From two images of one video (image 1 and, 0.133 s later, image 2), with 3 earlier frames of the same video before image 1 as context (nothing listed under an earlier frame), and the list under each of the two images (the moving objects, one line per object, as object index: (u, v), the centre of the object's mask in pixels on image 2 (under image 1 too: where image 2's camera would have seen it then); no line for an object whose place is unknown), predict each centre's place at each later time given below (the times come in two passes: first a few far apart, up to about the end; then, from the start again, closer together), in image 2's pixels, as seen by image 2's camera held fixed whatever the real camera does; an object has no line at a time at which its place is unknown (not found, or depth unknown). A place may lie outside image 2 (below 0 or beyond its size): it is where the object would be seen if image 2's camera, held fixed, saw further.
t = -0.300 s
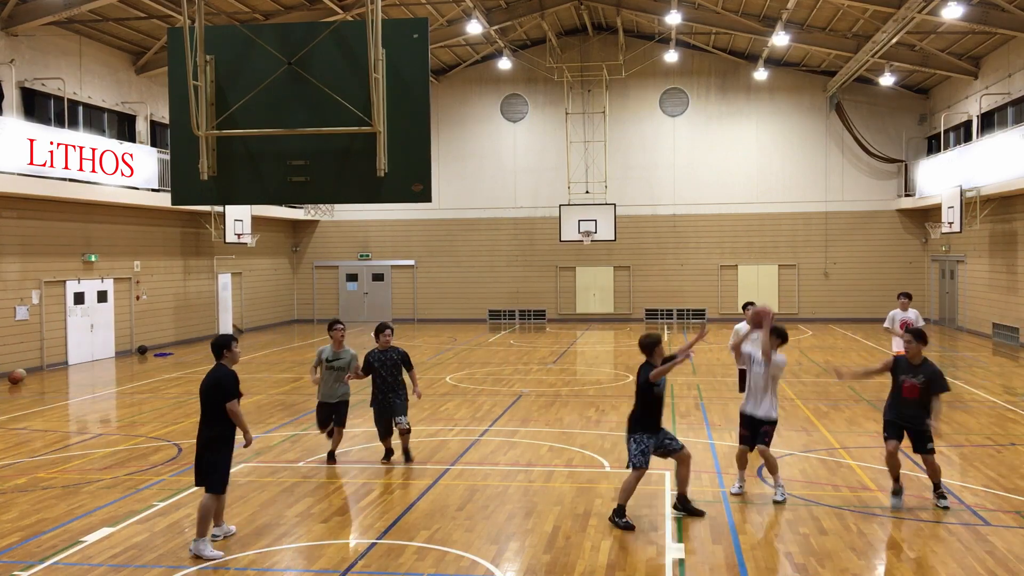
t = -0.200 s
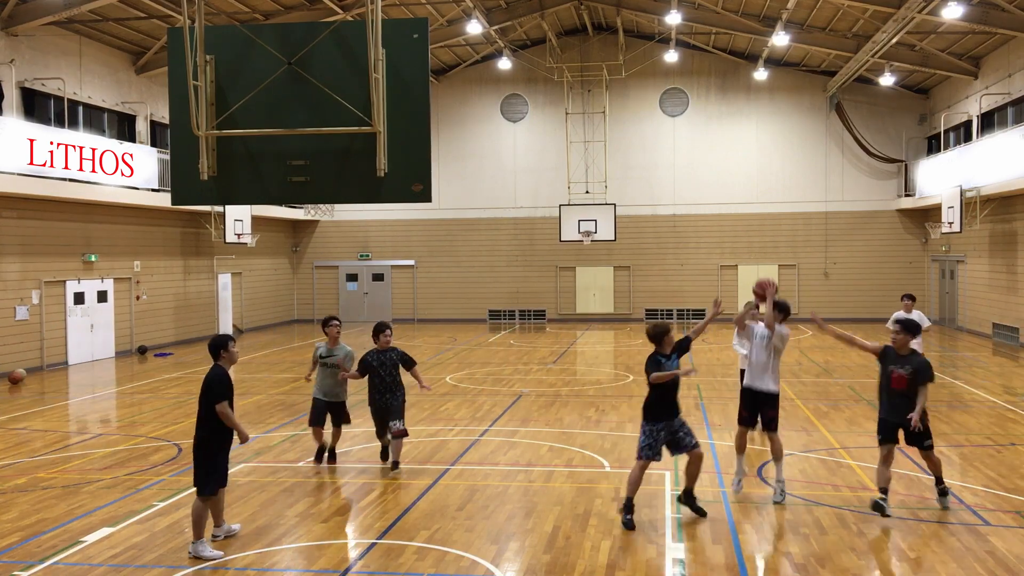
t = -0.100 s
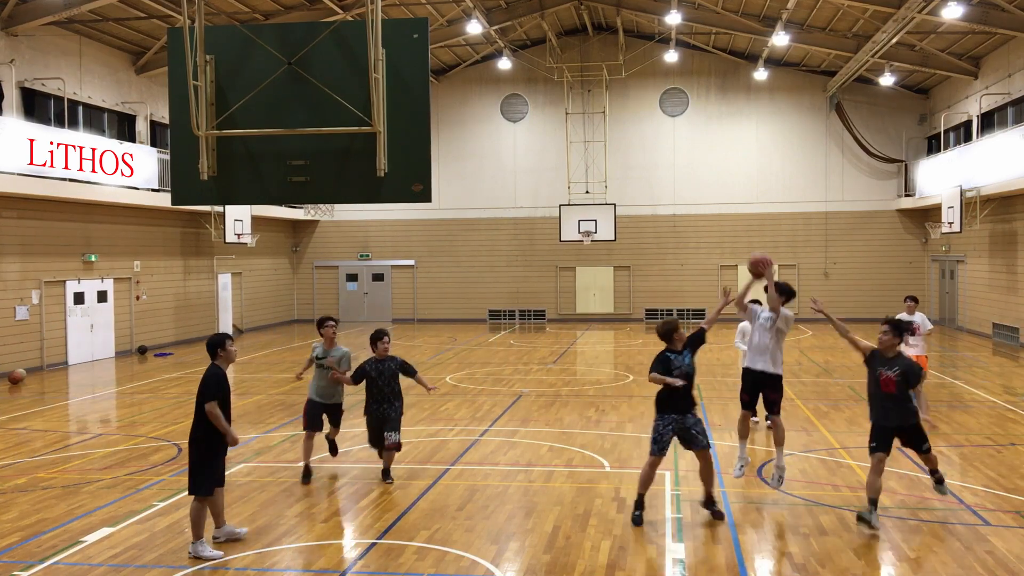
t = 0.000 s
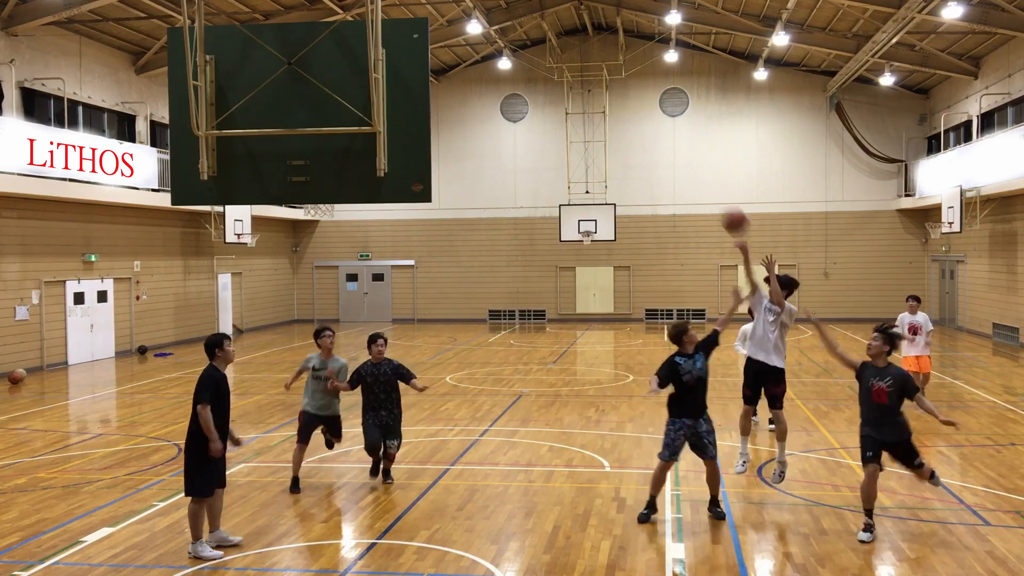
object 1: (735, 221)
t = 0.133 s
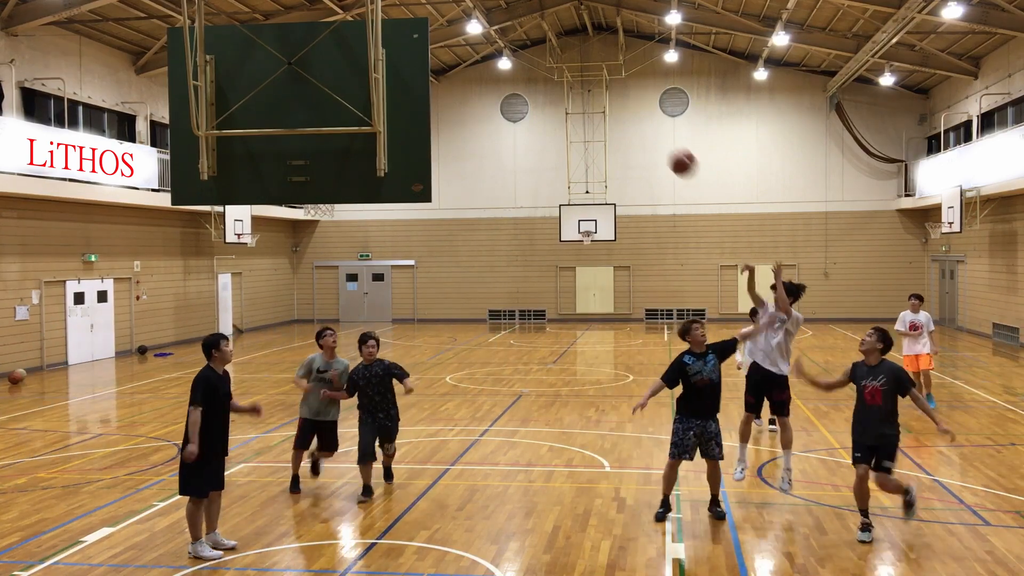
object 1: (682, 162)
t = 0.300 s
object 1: (614, 111)
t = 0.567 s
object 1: (493, 84)
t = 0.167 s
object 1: (669, 150)
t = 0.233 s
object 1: (642, 128)
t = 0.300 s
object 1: (614, 111)
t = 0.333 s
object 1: (599, 102)
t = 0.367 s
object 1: (586, 97)
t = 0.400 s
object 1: (571, 92)
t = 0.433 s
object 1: (555, 88)
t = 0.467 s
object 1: (540, 85)
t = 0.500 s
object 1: (524, 83)
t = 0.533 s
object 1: (509, 83)
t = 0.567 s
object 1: (493, 84)
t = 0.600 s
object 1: (476, 87)
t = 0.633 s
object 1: (460, 91)
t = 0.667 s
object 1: (445, 97)
